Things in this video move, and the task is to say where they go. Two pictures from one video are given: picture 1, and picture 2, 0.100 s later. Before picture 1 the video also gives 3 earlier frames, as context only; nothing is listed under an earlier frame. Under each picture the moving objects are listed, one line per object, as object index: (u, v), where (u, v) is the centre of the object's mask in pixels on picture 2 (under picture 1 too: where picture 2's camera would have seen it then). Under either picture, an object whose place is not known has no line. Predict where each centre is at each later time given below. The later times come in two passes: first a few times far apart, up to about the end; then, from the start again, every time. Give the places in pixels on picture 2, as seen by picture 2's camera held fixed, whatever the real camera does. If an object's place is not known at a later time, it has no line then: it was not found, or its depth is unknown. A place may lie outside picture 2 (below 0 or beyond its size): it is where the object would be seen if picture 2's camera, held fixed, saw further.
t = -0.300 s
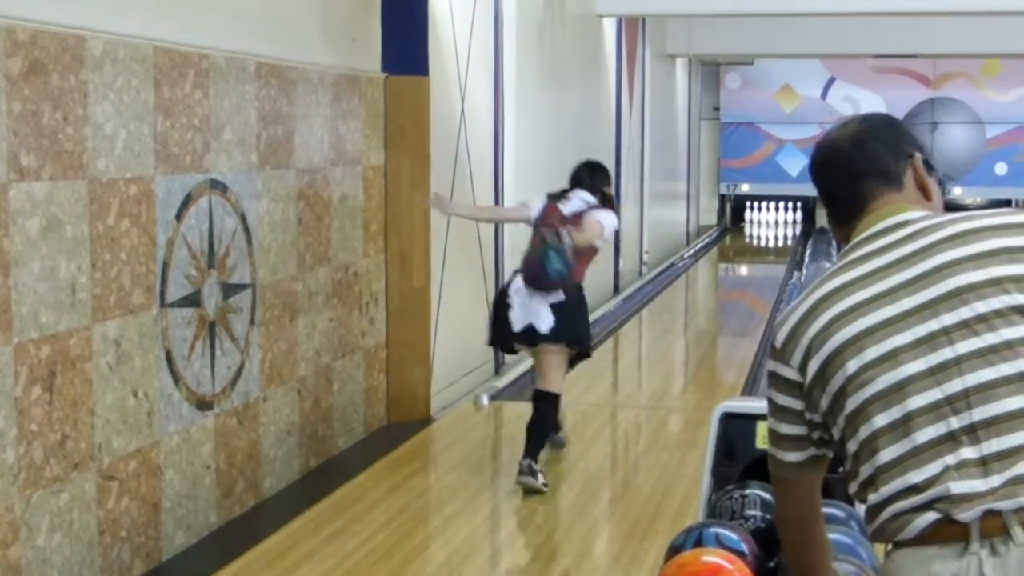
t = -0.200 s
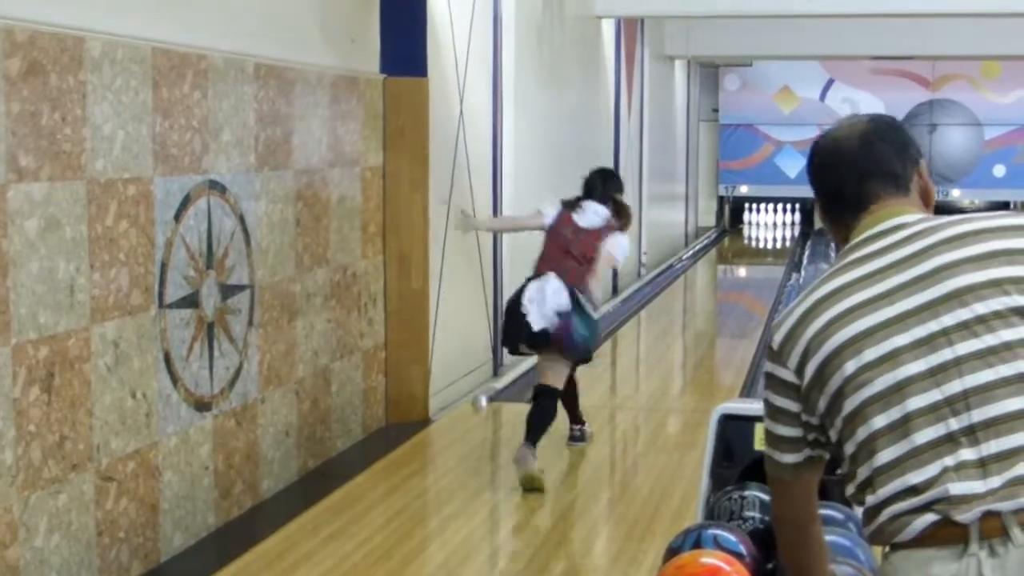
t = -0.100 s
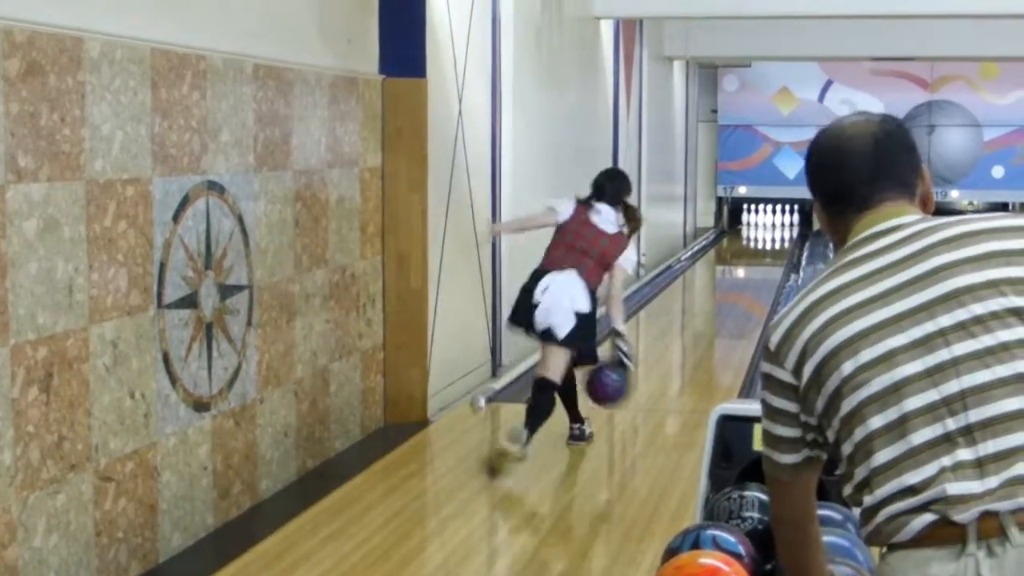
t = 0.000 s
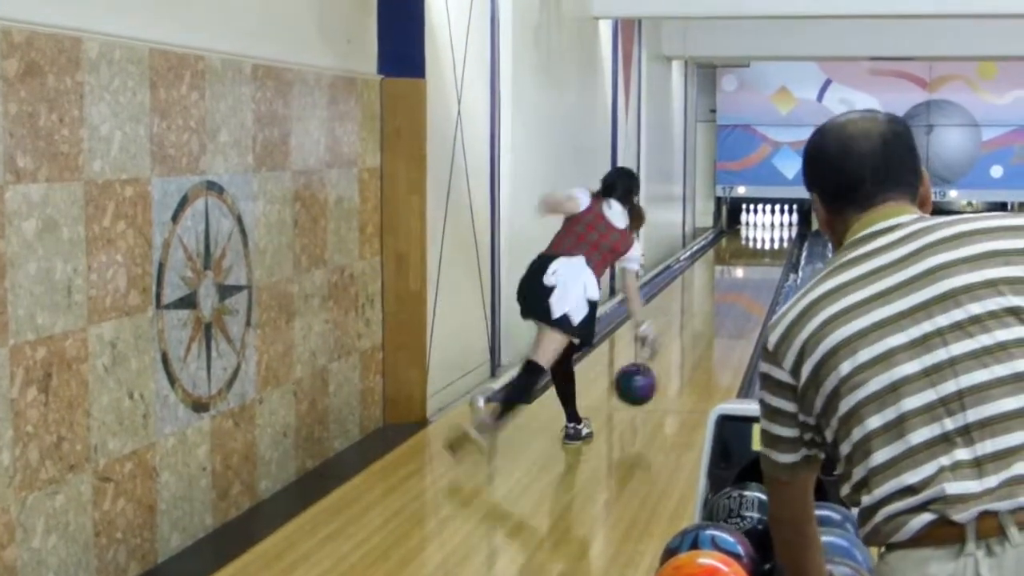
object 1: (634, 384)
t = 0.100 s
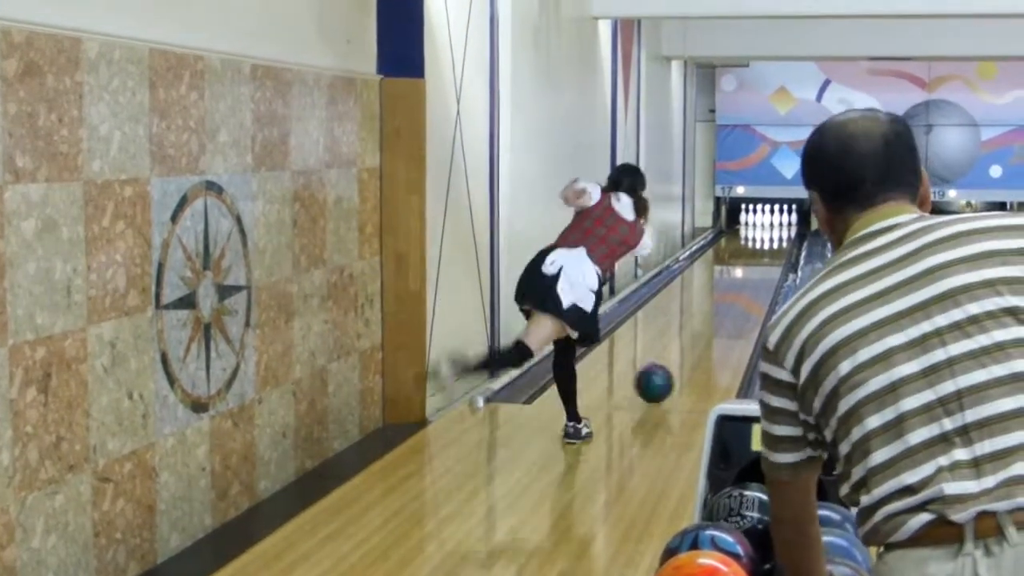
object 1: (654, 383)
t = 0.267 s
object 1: (681, 356)
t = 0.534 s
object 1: (711, 323)
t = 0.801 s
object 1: (733, 299)
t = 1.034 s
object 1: (747, 282)
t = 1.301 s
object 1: (759, 268)
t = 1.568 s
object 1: (768, 257)
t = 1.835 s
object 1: (773, 248)
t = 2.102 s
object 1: (777, 239)
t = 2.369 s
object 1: (777, 233)
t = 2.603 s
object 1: (776, 229)
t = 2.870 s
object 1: (773, 225)
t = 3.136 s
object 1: (773, 221)
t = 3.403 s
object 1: (778, 220)
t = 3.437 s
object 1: (779, 220)
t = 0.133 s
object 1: (660, 377)
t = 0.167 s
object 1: (666, 370)
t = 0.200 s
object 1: (671, 365)
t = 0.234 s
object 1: (676, 362)
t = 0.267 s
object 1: (681, 356)
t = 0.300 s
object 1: (685, 352)
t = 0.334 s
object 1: (689, 347)
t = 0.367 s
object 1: (694, 343)
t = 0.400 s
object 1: (697, 338)
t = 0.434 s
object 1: (701, 334)
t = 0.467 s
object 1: (705, 331)
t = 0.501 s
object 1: (708, 326)
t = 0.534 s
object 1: (711, 323)
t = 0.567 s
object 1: (714, 319)
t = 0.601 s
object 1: (717, 316)
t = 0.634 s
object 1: (720, 313)
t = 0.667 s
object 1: (723, 310)
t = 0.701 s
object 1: (725, 307)
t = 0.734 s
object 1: (728, 304)
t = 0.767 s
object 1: (730, 301)
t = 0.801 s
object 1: (733, 299)
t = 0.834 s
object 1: (735, 296)
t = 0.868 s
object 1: (737, 293)
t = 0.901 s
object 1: (739, 291)
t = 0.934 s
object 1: (741, 288)
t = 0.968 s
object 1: (743, 286)
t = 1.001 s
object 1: (745, 284)
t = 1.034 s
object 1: (747, 282)
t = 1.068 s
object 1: (748, 280)
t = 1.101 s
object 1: (750, 278)
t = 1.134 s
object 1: (752, 276)
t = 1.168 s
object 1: (753, 275)
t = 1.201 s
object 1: (754, 273)
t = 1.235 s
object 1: (756, 271)
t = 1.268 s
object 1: (757, 269)
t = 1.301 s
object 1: (759, 268)
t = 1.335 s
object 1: (759, 266)
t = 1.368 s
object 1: (760, 265)
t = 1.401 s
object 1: (762, 264)
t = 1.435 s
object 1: (763, 263)
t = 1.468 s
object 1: (764, 261)
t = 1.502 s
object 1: (765, 260)
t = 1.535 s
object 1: (766, 259)
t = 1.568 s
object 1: (768, 257)
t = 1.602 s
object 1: (768, 256)
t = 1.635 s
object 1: (769, 255)
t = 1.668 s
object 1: (769, 253)
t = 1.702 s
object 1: (770, 252)
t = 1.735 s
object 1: (771, 251)
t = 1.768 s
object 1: (771, 250)
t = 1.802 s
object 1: (772, 249)
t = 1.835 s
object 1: (773, 248)
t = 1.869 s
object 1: (774, 247)
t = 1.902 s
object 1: (774, 246)
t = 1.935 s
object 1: (775, 245)
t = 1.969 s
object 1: (776, 244)
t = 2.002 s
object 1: (776, 243)
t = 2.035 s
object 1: (776, 242)
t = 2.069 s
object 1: (776, 240)
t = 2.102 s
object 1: (777, 239)
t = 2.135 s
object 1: (777, 238)
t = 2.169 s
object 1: (777, 238)
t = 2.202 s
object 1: (777, 237)
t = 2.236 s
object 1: (777, 236)
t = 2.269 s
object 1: (777, 235)
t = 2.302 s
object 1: (777, 235)
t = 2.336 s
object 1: (777, 234)
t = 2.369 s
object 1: (777, 233)
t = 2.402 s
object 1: (777, 233)
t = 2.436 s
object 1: (777, 232)
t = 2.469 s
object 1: (777, 231)
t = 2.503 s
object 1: (777, 231)
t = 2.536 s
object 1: (776, 230)
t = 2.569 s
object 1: (777, 229)
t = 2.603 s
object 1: (776, 229)
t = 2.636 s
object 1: (776, 228)
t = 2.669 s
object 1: (775, 228)
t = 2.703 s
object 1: (776, 227)
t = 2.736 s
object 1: (775, 226)
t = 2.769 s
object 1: (775, 226)
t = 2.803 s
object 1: (775, 226)
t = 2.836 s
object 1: (774, 225)
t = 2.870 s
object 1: (773, 225)
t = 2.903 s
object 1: (773, 224)
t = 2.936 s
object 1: (773, 224)
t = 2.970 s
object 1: (772, 223)
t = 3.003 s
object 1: (771, 223)
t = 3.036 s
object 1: (771, 223)
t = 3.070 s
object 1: (772, 222)
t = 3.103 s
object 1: (773, 222)
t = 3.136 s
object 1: (773, 221)
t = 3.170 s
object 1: (774, 221)
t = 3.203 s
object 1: (774, 221)
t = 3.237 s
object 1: (774, 221)
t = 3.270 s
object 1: (775, 221)
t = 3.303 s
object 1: (776, 221)
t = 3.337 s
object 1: (778, 220)
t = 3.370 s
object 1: (777, 220)
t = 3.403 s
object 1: (778, 220)
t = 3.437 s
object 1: (779, 220)
